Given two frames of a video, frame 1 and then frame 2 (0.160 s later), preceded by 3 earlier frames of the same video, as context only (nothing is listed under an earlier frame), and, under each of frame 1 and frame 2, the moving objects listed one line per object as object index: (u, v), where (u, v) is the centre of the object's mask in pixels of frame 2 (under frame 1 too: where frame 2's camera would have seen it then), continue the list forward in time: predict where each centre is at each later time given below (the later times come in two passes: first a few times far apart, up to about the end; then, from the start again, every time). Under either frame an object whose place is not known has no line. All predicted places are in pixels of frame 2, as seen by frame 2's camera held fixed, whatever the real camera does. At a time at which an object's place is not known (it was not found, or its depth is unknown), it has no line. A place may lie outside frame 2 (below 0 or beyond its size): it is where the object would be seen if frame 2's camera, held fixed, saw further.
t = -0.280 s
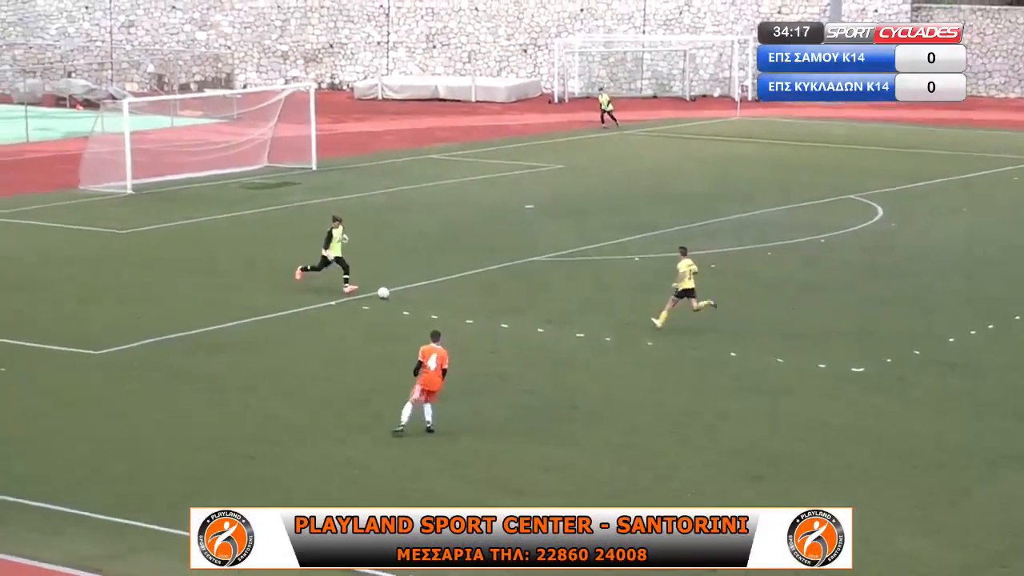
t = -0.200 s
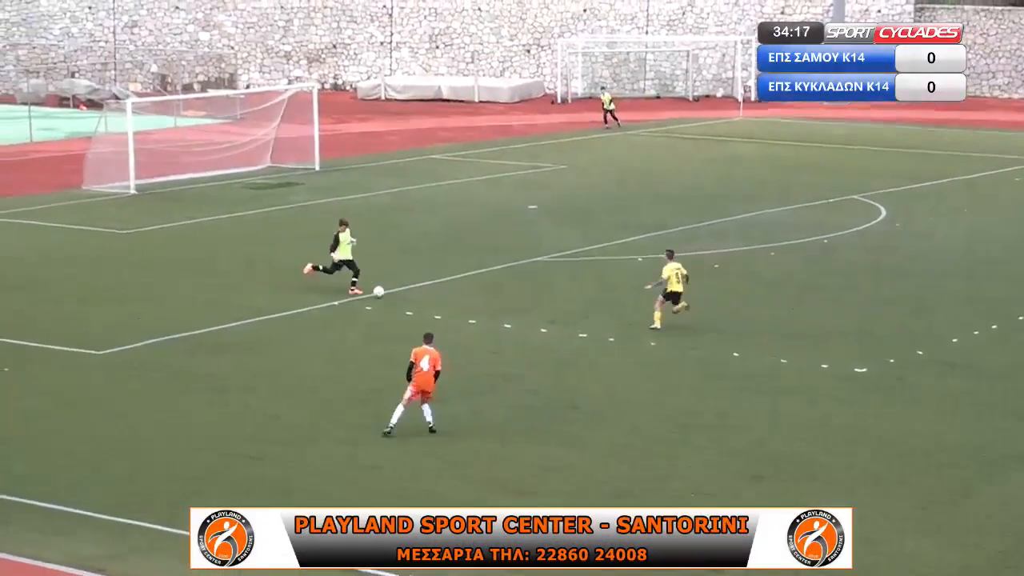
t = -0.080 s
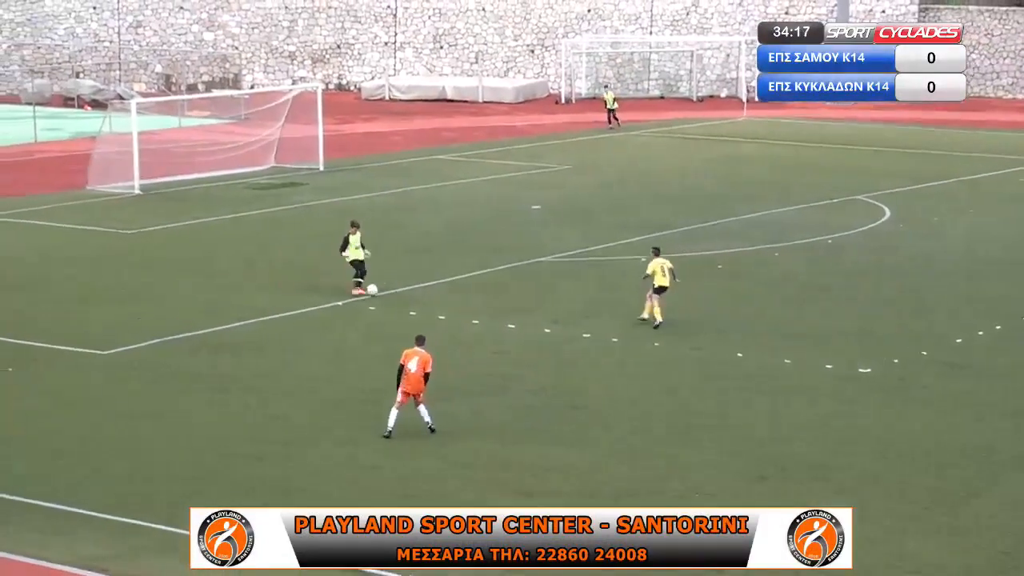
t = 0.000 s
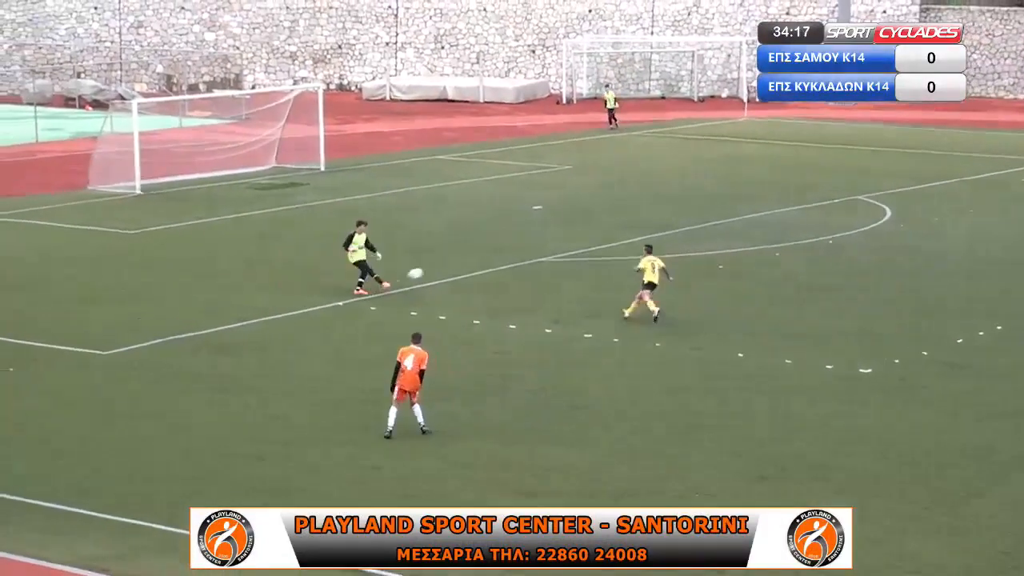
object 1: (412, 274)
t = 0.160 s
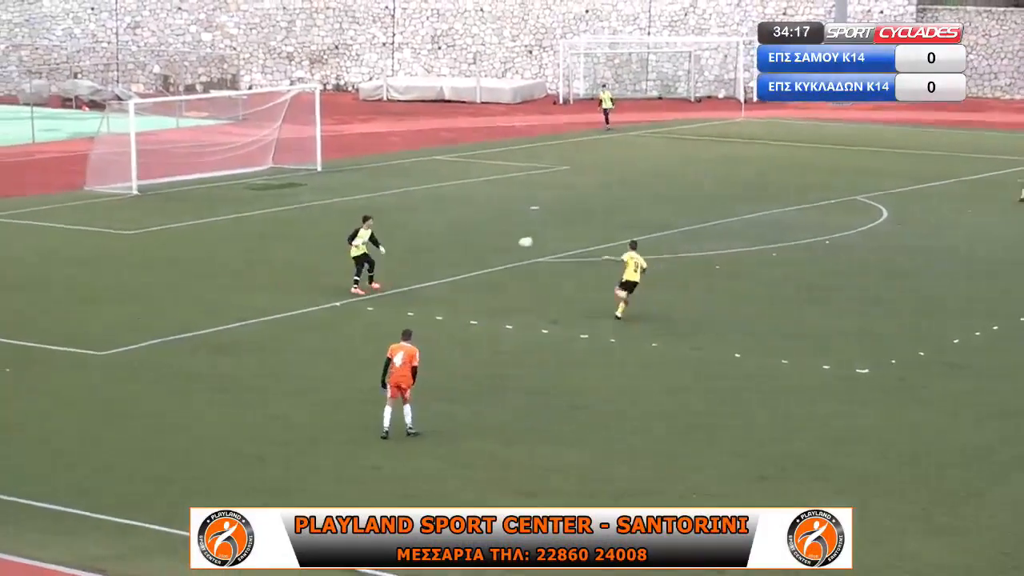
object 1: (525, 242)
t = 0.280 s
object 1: (605, 227)
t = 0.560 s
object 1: (777, 219)
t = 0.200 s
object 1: (553, 236)
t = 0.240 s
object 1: (579, 231)
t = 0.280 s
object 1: (605, 227)
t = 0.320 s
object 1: (631, 224)
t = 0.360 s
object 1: (656, 221)
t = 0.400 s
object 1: (680, 219)
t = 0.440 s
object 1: (705, 218)
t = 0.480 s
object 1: (729, 218)
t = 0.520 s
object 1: (753, 218)
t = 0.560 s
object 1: (777, 219)
